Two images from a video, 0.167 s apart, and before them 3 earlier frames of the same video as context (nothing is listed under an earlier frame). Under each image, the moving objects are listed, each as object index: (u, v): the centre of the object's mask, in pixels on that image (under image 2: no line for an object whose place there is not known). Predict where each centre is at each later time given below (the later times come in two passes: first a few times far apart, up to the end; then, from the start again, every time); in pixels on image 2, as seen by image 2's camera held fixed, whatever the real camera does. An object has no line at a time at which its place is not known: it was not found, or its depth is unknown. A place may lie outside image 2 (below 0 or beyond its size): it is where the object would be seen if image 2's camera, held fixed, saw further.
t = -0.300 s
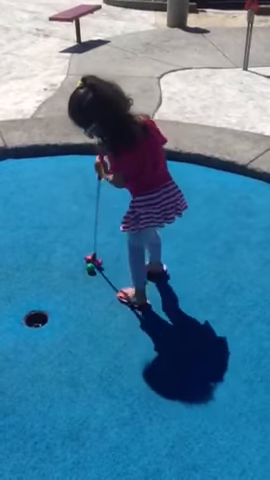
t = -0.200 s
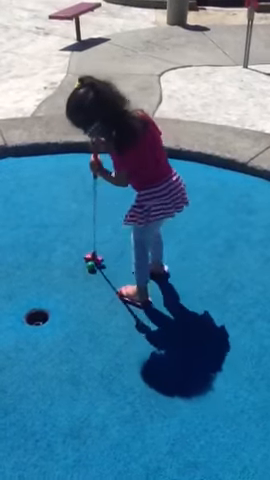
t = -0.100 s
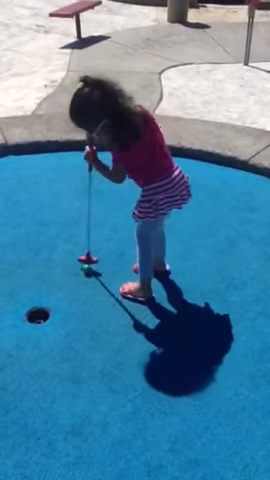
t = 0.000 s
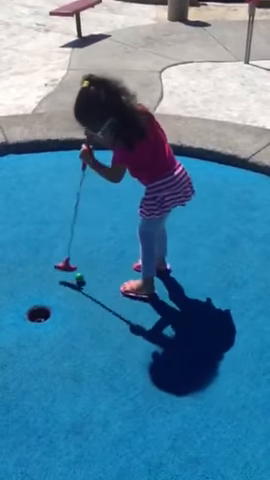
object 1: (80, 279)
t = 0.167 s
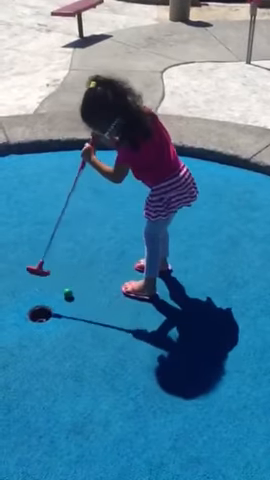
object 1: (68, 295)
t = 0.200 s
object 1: (66, 298)
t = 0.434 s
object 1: (48, 320)
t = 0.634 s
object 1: (32, 335)
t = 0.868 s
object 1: (14, 350)
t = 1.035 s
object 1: (5, 359)
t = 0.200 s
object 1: (66, 298)
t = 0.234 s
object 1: (63, 301)
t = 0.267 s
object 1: (61, 304)
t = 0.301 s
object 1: (59, 310)
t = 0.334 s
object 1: (57, 311)
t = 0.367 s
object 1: (54, 314)
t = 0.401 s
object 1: (51, 317)
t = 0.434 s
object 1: (48, 320)
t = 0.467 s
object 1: (45, 322)
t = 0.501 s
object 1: (42, 325)
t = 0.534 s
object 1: (40, 327)
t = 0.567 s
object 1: (37, 330)
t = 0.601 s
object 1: (34, 333)
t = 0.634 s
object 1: (32, 335)
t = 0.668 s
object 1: (29, 337)
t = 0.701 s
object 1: (26, 340)
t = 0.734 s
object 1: (23, 342)
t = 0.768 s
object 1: (21, 344)
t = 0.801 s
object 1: (19, 346)
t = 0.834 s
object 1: (16, 348)
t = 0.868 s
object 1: (14, 350)
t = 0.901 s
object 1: (12, 352)
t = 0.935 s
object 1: (10, 354)
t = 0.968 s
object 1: (8, 355)
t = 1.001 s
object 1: (7, 357)
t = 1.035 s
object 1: (5, 359)
